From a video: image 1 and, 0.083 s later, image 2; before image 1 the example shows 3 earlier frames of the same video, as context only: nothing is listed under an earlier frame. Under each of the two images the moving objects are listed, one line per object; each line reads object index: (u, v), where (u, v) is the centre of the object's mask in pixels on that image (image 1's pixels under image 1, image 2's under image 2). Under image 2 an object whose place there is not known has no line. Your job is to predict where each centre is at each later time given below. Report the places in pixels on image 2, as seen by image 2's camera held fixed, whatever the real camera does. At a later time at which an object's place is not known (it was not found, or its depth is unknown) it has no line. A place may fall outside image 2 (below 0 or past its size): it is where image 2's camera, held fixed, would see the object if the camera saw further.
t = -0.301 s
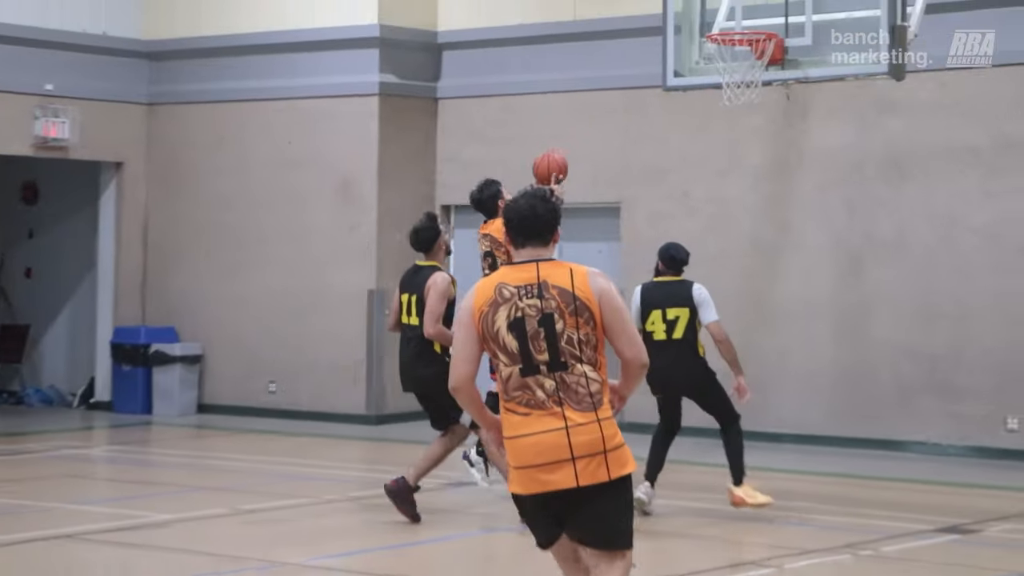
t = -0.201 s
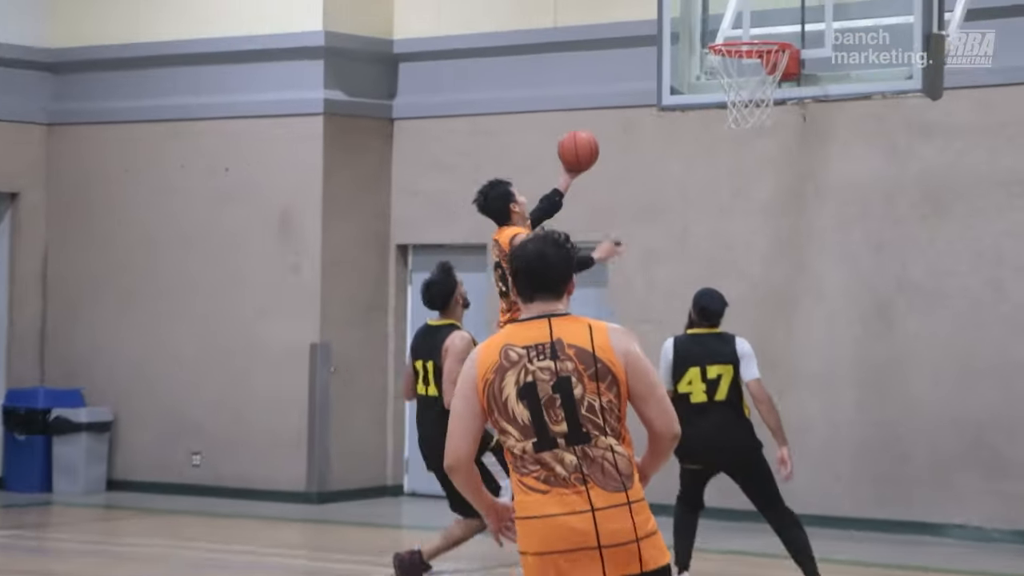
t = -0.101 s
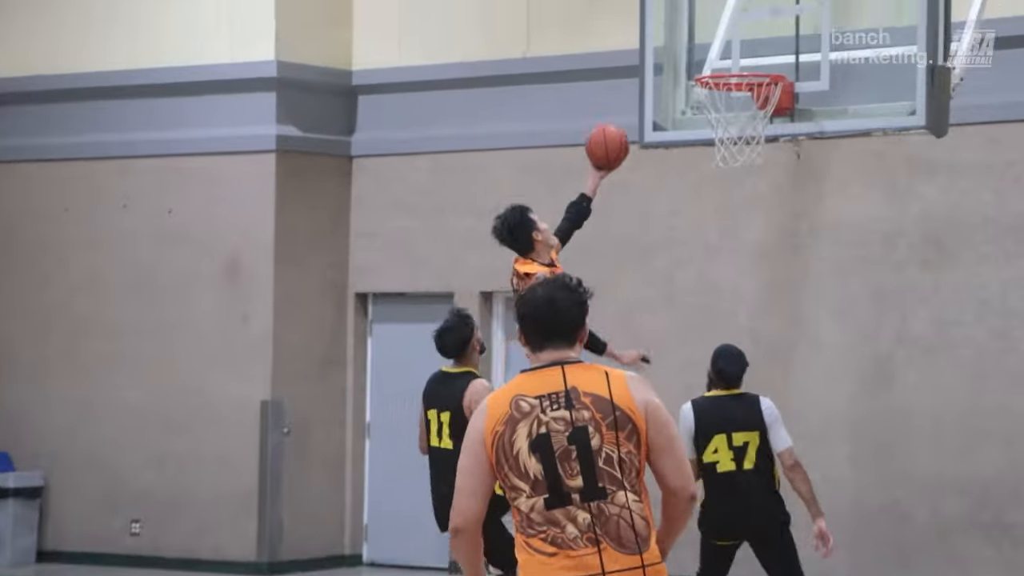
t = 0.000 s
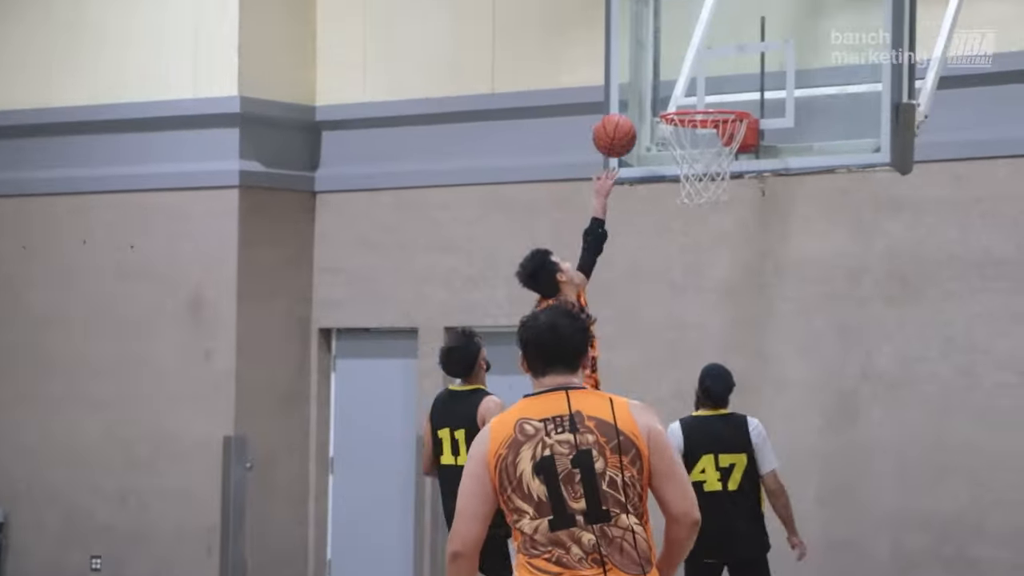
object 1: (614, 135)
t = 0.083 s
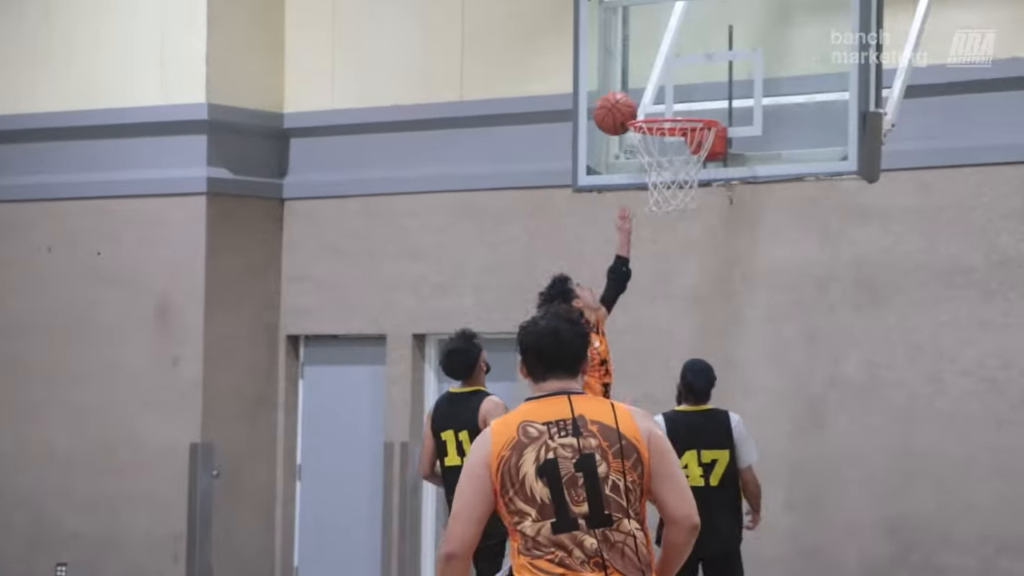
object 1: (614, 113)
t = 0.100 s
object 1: (621, 108)
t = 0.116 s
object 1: (627, 104)
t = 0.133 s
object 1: (634, 100)
